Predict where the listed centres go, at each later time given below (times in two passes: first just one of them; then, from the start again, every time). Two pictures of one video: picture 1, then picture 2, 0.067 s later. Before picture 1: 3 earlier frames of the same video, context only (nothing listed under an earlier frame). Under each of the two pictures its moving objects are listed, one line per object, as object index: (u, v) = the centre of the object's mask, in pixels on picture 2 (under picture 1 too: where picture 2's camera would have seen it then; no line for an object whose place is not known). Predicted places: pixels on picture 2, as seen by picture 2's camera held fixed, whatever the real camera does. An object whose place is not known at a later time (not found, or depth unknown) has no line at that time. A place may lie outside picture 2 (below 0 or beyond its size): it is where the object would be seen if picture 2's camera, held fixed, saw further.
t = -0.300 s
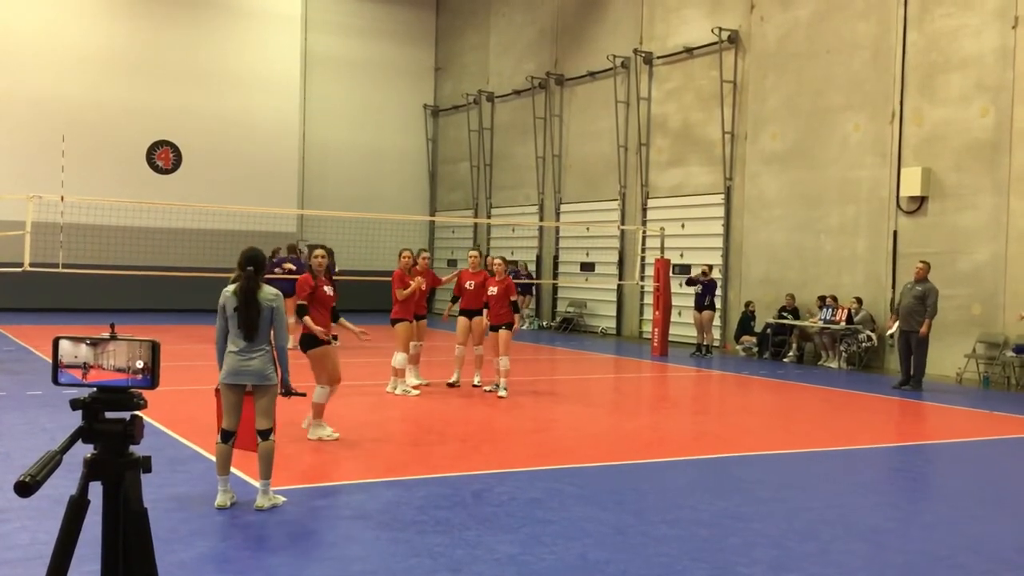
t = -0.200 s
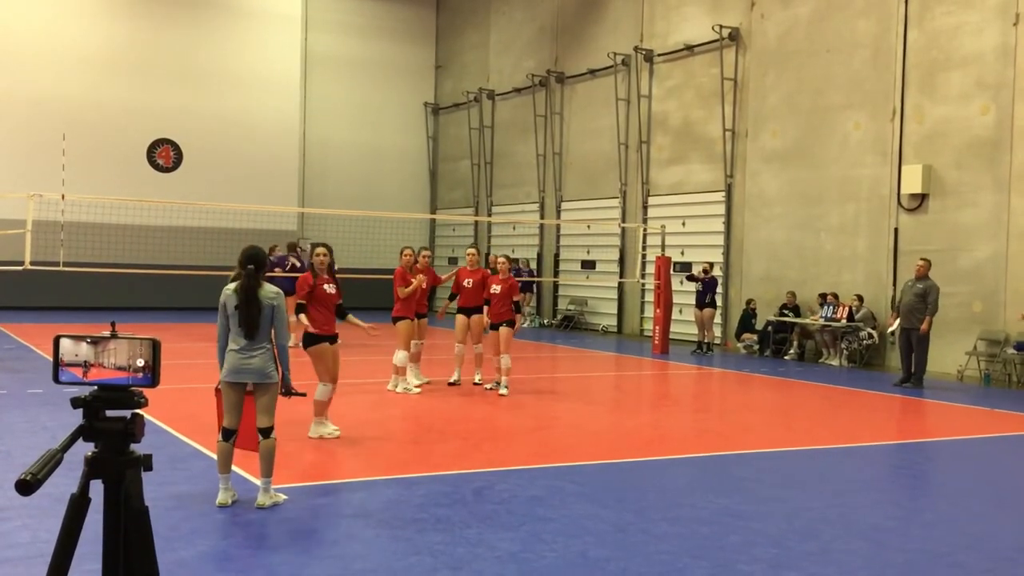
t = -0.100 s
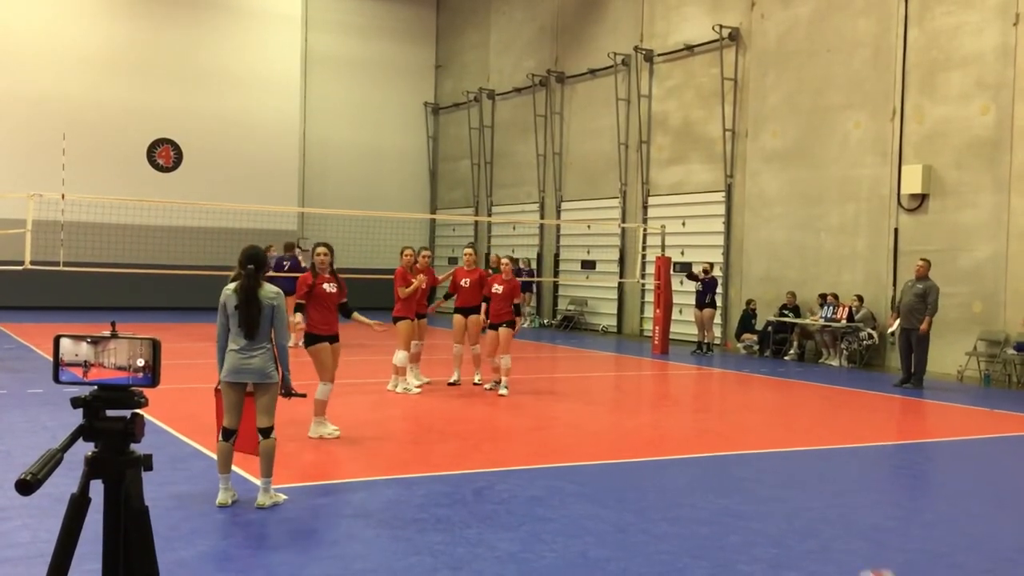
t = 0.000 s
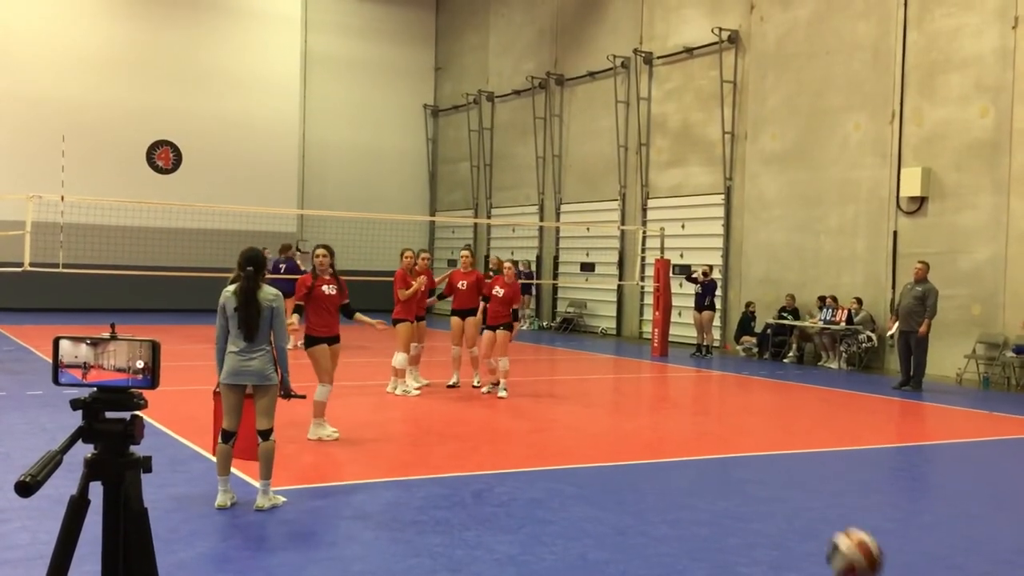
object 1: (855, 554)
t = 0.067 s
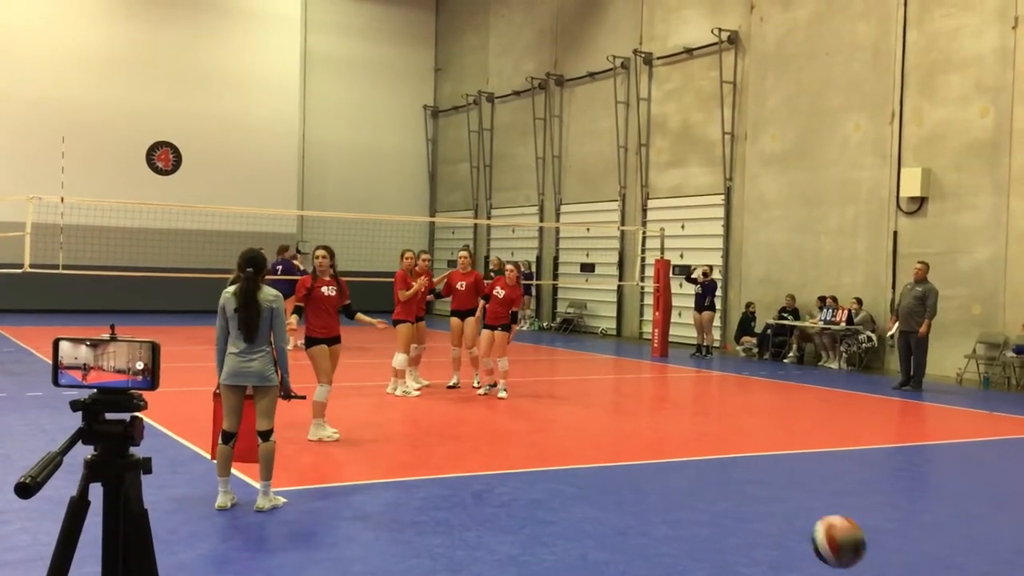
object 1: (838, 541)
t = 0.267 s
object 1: (794, 556)
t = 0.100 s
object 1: (831, 538)
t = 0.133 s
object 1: (823, 537)
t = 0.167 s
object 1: (816, 538)
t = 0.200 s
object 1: (808, 542)
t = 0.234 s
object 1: (801, 548)
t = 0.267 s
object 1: (794, 556)
